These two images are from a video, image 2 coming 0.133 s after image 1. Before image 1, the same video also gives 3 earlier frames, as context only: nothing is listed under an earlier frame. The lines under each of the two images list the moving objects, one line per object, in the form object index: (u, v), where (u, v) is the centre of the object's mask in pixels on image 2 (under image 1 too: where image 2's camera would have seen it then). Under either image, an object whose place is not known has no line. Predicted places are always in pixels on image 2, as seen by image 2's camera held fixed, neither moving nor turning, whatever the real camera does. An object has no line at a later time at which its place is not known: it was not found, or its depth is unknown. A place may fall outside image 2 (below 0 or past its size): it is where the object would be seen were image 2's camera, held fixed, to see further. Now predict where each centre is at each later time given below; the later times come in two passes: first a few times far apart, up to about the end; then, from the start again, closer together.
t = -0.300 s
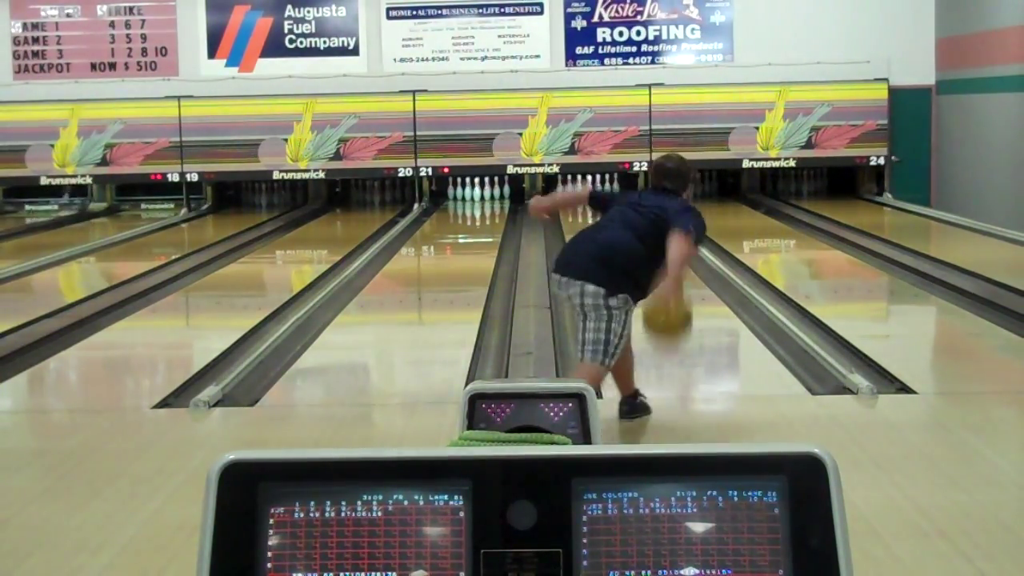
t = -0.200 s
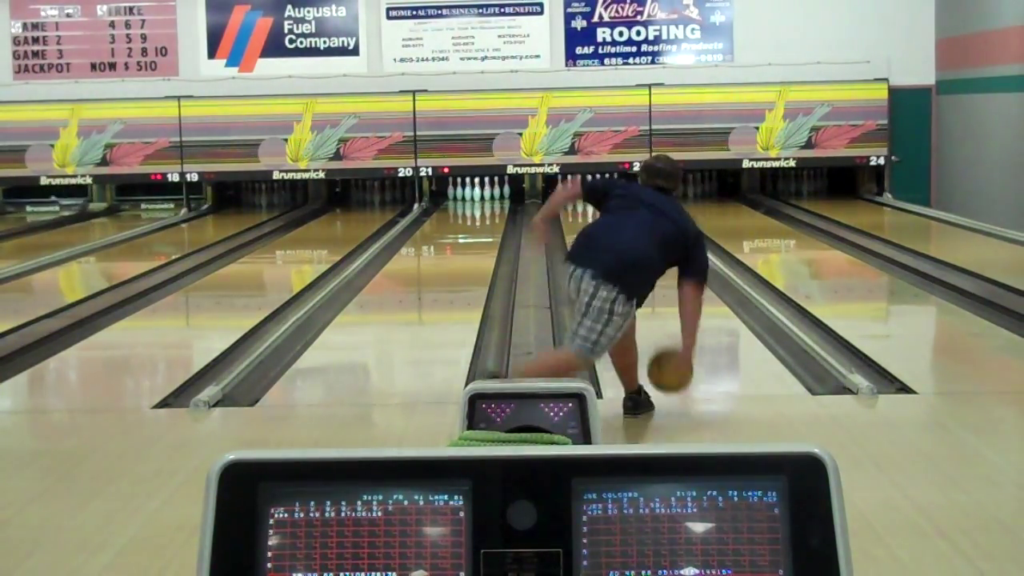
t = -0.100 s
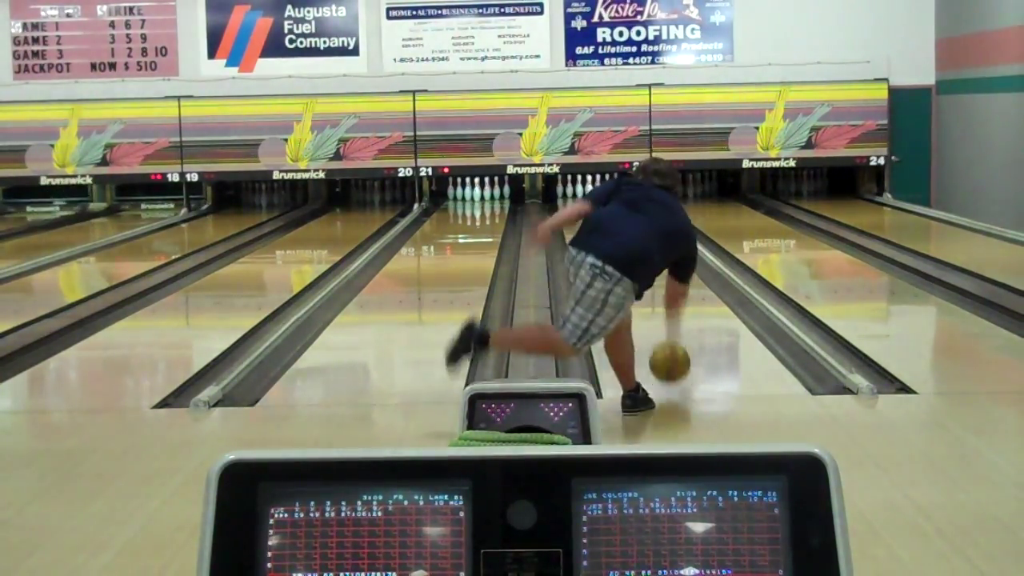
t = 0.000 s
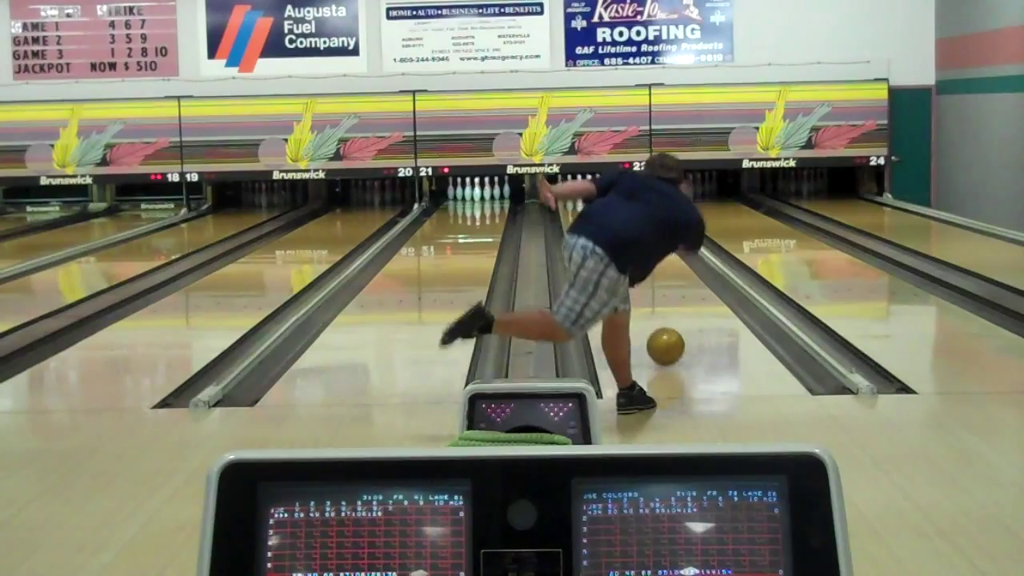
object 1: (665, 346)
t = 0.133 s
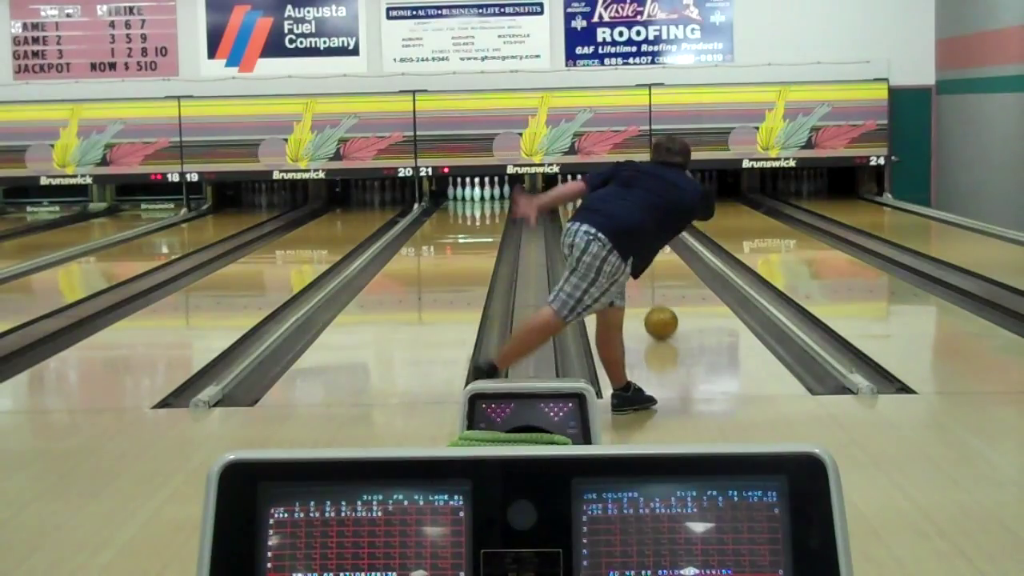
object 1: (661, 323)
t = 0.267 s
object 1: (657, 301)
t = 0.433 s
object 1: (652, 281)
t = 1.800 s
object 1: (614, 202)
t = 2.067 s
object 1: (601, 195)
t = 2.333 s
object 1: (598, 191)
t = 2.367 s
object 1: (598, 191)
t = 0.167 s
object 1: (660, 317)
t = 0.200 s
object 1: (659, 311)
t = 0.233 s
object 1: (658, 307)
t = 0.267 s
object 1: (657, 301)
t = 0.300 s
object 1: (656, 297)
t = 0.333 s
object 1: (655, 293)
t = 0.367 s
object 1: (654, 289)
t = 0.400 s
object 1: (654, 285)
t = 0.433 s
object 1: (652, 281)
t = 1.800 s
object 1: (614, 202)
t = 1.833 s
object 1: (613, 201)
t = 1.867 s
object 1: (612, 200)
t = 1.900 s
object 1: (610, 199)
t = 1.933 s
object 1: (608, 199)
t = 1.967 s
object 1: (607, 198)
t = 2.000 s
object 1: (606, 198)
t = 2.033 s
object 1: (604, 196)
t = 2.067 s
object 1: (601, 195)
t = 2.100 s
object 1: (600, 195)
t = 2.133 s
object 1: (598, 194)
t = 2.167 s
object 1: (597, 193)
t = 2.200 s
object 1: (598, 192)
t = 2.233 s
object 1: (598, 192)
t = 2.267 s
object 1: (598, 192)
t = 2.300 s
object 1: (599, 191)
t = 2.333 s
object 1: (598, 191)
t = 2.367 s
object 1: (598, 191)
